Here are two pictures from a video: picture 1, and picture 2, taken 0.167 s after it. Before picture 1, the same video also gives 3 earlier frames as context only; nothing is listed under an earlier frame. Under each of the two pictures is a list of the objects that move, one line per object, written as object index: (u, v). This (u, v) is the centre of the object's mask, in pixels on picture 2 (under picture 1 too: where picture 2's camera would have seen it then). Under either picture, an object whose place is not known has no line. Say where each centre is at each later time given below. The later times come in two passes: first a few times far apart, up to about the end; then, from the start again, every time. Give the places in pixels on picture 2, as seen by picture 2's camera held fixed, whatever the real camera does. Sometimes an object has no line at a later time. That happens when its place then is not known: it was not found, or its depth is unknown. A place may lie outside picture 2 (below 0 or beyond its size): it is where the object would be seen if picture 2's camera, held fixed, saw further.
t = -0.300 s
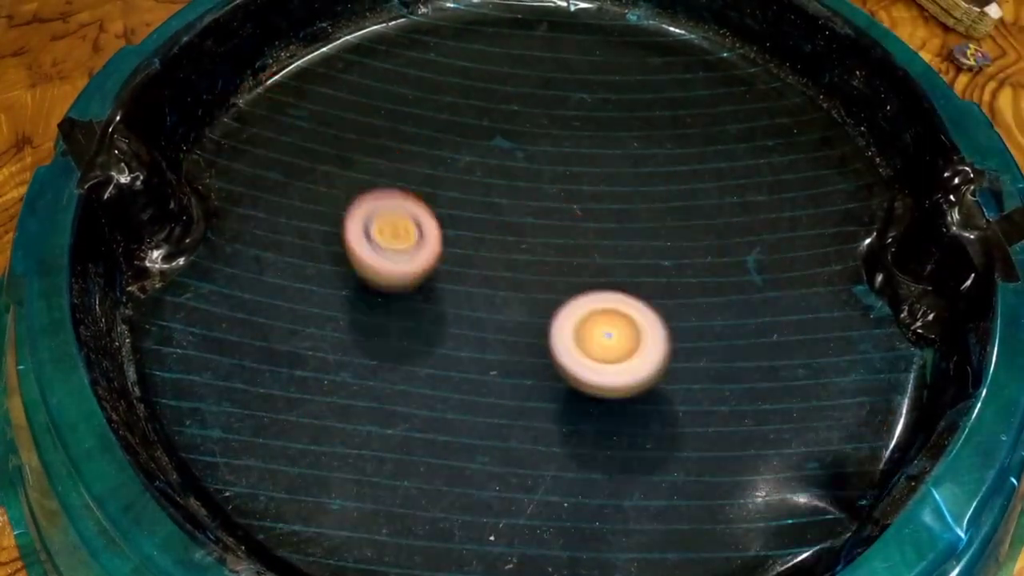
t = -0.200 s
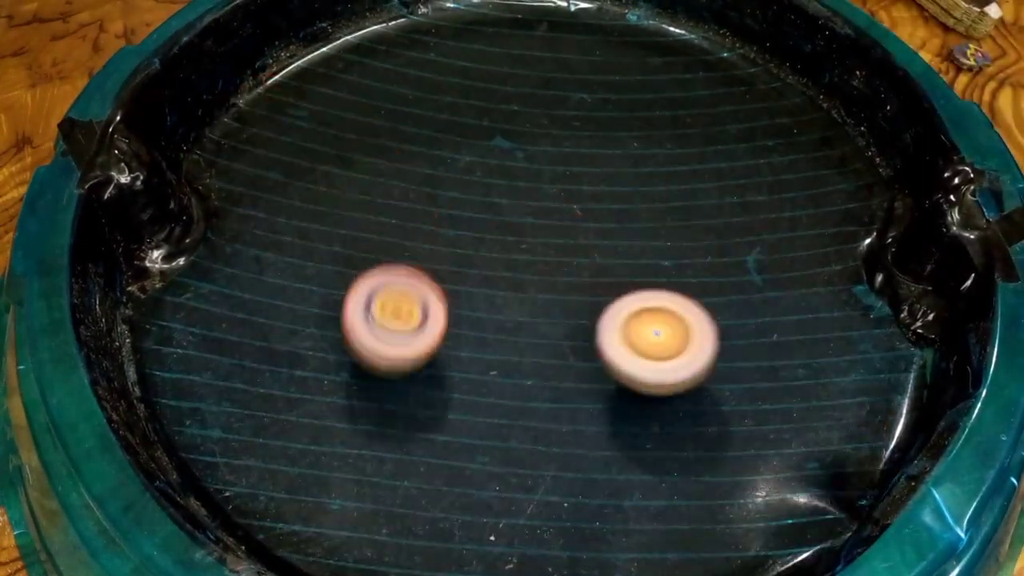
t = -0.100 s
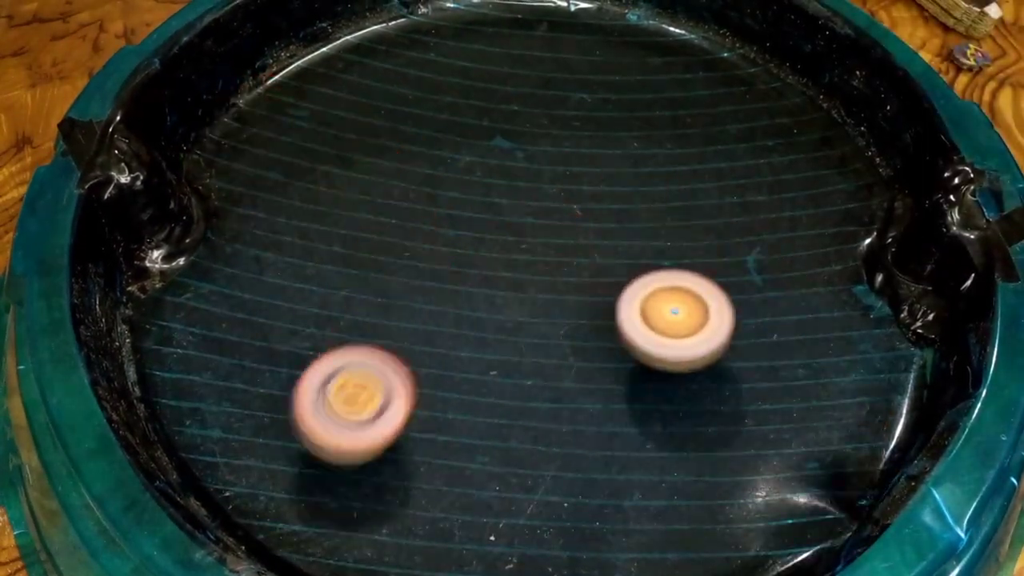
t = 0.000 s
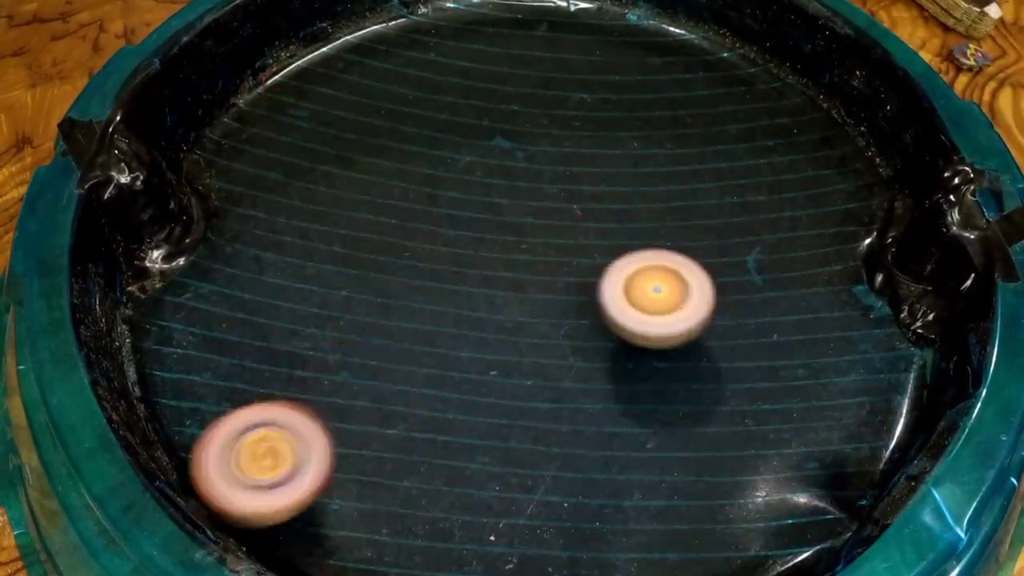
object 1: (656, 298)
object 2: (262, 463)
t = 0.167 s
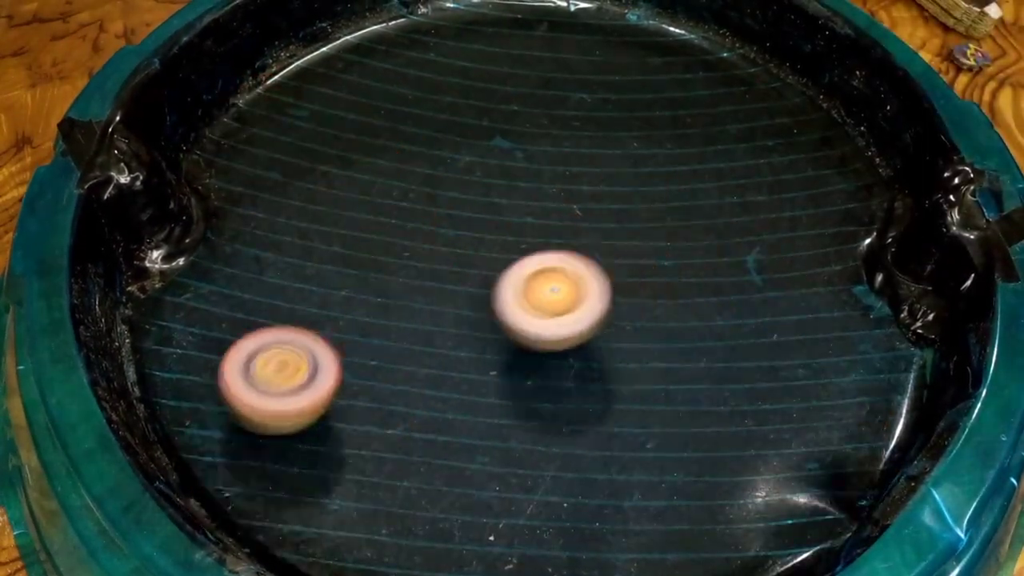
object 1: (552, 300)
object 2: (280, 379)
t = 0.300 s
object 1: (485, 355)
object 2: (360, 330)
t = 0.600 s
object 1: (661, 476)
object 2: (575, 273)
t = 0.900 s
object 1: (678, 522)
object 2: (700, 124)
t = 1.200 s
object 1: (547, 417)
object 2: (736, 148)
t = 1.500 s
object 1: (388, 351)
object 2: (513, 255)
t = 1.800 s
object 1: (257, 345)
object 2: (248, 164)
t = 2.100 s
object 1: (344, 337)
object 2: (314, 130)
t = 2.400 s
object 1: (501, 360)
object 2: (385, 186)
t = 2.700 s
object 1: (681, 292)
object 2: (451, 242)
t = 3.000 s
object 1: (653, 213)
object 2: (449, 384)
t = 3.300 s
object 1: (526, 250)
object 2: (379, 416)
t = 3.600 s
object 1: (499, 292)
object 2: (353, 442)
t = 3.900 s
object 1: (492, 281)
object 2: (316, 431)
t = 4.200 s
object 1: (526, 265)
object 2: (414, 407)
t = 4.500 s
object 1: (576, 210)
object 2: (373, 440)
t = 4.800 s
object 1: (577, 206)
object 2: (449, 389)
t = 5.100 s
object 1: (549, 237)
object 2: (602, 410)
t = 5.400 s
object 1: (496, 283)
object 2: (578, 489)
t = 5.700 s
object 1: (488, 271)
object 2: (538, 528)
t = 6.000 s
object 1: (464, 212)
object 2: (465, 417)
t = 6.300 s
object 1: (477, 161)
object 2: (550, 302)
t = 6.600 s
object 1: (472, 144)
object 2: (621, 369)
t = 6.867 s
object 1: (483, 215)
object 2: (590, 383)
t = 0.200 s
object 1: (530, 310)
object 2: (295, 362)
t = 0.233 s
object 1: (511, 322)
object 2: (314, 348)
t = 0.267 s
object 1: (497, 338)
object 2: (336, 338)
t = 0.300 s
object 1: (485, 355)
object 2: (360, 330)
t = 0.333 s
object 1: (483, 377)
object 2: (382, 319)
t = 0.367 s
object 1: (493, 403)
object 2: (398, 303)
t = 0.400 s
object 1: (509, 425)
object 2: (417, 290)
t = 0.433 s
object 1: (529, 445)
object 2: (438, 280)
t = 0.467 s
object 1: (553, 461)
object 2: (463, 273)
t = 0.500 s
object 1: (580, 473)
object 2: (488, 268)
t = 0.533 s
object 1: (609, 481)
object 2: (517, 267)
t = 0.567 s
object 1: (638, 482)
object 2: (546, 268)
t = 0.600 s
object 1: (661, 476)
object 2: (575, 273)
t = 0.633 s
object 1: (680, 464)
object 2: (604, 283)
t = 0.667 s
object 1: (694, 449)
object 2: (632, 295)
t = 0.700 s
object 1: (703, 433)
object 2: (657, 310)
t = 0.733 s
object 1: (709, 432)
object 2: (677, 322)
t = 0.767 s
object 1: (721, 486)
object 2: (680, 277)
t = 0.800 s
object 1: (730, 522)
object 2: (683, 230)
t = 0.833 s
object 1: (716, 523)
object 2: (685, 190)
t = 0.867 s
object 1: (695, 525)
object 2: (692, 155)
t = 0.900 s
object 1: (678, 522)
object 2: (700, 124)
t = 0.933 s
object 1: (663, 515)
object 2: (710, 99)
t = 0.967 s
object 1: (650, 503)
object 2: (721, 79)
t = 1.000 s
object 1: (640, 487)
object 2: (735, 64)
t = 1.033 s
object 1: (628, 471)
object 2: (740, 66)
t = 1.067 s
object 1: (615, 457)
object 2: (741, 82)
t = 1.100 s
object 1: (600, 446)
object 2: (742, 99)
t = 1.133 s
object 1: (583, 435)
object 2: (743, 115)
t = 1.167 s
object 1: (566, 426)
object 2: (741, 132)
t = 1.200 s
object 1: (547, 417)
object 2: (736, 148)
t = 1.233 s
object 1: (529, 409)
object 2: (726, 162)
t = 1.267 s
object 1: (512, 399)
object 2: (714, 176)
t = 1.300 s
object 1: (496, 391)
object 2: (696, 192)
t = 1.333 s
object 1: (483, 384)
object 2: (672, 207)
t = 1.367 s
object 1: (470, 378)
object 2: (646, 219)
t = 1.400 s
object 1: (455, 372)
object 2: (617, 232)
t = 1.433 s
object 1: (434, 365)
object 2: (584, 243)
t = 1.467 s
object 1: (410, 357)
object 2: (551, 250)
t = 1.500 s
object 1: (388, 351)
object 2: (513, 255)
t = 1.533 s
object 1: (365, 348)
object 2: (475, 257)
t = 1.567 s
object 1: (344, 344)
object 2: (440, 255)
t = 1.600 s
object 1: (320, 341)
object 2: (403, 248)
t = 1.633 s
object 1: (298, 340)
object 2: (372, 239)
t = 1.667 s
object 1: (281, 339)
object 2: (339, 227)
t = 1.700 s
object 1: (271, 340)
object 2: (310, 212)
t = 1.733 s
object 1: (263, 341)
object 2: (285, 197)
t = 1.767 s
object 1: (259, 343)
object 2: (263, 180)
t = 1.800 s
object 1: (257, 345)
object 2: (248, 164)
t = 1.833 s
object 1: (256, 348)
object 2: (240, 148)
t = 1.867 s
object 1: (256, 352)
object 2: (238, 136)
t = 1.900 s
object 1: (261, 357)
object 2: (243, 125)
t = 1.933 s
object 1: (270, 359)
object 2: (250, 118)
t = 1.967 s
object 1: (282, 360)
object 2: (260, 116)
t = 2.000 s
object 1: (297, 358)
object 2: (273, 117)
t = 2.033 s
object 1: (313, 353)
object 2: (286, 120)
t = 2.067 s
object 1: (329, 345)
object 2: (300, 123)
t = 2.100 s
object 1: (344, 337)
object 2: (314, 130)
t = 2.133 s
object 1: (359, 328)
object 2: (328, 140)
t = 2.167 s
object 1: (372, 319)
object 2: (340, 155)
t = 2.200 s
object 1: (385, 308)
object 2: (353, 172)
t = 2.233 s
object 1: (398, 298)
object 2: (365, 192)
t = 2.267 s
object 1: (412, 295)
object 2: (373, 206)
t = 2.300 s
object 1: (434, 317)
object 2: (374, 197)
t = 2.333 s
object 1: (455, 338)
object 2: (375, 189)
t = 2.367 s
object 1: (476, 350)
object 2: (379, 186)
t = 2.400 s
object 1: (501, 360)
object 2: (385, 186)
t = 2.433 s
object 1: (523, 362)
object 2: (392, 188)
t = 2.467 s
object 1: (548, 361)
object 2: (399, 191)
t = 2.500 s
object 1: (572, 356)
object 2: (406, 196)
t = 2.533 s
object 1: (598, 349)
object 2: (413, 202)
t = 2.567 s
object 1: (620, 340)
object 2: (420, 208)
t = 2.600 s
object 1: (639, 330)
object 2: (428, 215)
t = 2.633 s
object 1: (656, 317)
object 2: (435, 222)
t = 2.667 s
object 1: (670, 305)
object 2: (443, 232)
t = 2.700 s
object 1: (681, 292)
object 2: (451, 242)
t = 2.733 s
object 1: (689, 279)
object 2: (458, 254)
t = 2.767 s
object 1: (692, 266)
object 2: (465, 267)
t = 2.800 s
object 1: (693, 253)
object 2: (470, 283)
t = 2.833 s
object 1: (691, 244)
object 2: (473, 301)
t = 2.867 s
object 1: (687, 236)
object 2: (474, 318)
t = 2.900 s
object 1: (681, 229)
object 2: (471, 336)
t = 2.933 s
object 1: (674, 223)
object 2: (466, 353)
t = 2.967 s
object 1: (664, 218)
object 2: (458, 370)
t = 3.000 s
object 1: (653, 213)
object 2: (449, 384)
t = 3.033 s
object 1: (640, 210)
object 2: (436, 396)
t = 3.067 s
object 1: (626, 210)
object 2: (422, 406)
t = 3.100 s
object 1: (611, 210)
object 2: (409, 413)
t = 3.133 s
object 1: (595, 213)
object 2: (398, 417)
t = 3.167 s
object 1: (581, 218)
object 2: (391, 419)
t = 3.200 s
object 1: (566, 224)
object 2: (386, 419)
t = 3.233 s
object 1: (552, 232)
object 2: (383, 419)
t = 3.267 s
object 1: (539, 241)
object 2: (380, 417)
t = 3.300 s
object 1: (526, 250)
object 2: (379, 416)
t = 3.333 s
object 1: (515, 260)
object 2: (379, 413)
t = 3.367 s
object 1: (504, 270)
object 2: (379, 409)
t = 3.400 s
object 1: (495, 280)
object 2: (381, 405)
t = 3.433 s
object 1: (486, 292)
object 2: (386, 400)
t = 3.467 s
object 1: (479, 302)
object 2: (390, 395)
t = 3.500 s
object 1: (473, 312)
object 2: (395, 390)
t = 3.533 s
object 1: (480, 306)
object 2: (385, 406)
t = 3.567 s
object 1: (492, 297)
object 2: (368, 429)
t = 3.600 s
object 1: (499, 292)
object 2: (353, 442)
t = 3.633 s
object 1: (501, 289)
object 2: (337, 452)
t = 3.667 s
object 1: (502, 287)
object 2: (321, 459)
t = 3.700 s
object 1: (501, 285)
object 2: (310, 463)
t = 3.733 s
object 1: (500, 283)
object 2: (301, 461)
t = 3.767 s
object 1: (499, 282)
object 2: (299, 457)
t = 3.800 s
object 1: (497, 281)
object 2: (299, 452)
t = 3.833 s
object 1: (495, 280)
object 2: (301, 446)
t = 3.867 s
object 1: (494, 280)
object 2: (307, 439)
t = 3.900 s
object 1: (492, 281)
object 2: (316, 431)
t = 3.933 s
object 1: (491, 281)
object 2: (325, 423)
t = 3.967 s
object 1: (490, 282)
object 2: (337, 415)
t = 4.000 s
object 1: (489, 283)
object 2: (351, 407)
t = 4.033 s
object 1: (488, 285)
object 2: (368, 399)
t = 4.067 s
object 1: (488, 286)
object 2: (388, 390)
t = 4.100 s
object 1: (488, 289)
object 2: (409, 381)
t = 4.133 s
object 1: (489, 290)
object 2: (431, 374)
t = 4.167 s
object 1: (507, 279)
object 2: (427, 391)
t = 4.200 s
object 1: (526, 265)
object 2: (414, 407)
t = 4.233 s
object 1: (538, 256)
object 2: (403, 419)
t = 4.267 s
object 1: (546, 248)
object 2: (394, 428)
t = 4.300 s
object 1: (552, 240)
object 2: (385, 436)
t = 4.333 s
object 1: (557, 233)
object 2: (380, 440)
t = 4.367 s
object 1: (561, 228)
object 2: (375, 442)
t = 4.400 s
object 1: (565, 223)
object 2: (372, 443)
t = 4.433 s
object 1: (569, 219)
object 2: (371, 442)
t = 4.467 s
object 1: (572, 215)
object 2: (371, 442)
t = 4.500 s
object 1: (576, 210)
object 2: (373, 440)
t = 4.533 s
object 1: (581, 206)
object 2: (376, 436)
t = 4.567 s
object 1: (584, 203)
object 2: (380, 433)
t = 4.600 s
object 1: (587, 200)
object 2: (385, 429)
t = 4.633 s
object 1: (587, 199)
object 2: (392, 425)
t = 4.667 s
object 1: (587, 198)
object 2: (401, 420)
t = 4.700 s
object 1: (585, 198)
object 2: (411, 413)
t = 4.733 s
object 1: (583, 200)
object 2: (422, 406)
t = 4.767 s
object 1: (580, 202)
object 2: (435, 398)
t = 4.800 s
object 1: (577, 206)
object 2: (449, 389)
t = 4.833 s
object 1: (573, 211)
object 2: (465, 380)
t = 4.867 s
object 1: (570, 218)
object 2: (483, 372)
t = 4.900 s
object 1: (566, 226)
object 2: (502, 364)
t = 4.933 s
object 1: (563, 234)
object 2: (521, 356)
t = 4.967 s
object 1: (560, 244)
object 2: (539, 349)
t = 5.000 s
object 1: (557, 252)
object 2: (560, 348)
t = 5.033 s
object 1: (555, 244)
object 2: (577, 372)
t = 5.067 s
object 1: (553, 239)
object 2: (591, 392)
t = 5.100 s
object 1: (549, 237)
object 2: (602, 410)
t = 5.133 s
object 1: (543, 237)
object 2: (610, 428)
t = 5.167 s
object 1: (537, 239)
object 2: (614, 446)
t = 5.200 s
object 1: (530, 241)
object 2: (617, 463)
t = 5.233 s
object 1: (523, 245)
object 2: (613, 476)
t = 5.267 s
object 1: (517, 251)
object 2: (608, 486)
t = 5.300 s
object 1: (511, 257)
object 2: (601, 492)
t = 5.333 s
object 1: (505, 264)
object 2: (594, 493)
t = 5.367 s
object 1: (500, 273)
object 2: (586, 492)
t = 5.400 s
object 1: (496, 283)
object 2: (578, 489)
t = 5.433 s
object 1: (494, 293)
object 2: (571, 484)
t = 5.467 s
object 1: (493, 304)
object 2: (564, 478)
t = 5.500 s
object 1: (493, 314)
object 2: (557, 470)
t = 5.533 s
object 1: (495, 323)
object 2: (550, 461)
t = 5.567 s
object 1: (497, 332)
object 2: (543, 450)
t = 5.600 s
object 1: (499, 339)
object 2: (535, 443)
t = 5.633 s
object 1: (496, 318)
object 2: (541, 477)
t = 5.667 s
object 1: (492, 290)
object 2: (543, 512)
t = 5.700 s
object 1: (488, 271)
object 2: (538, 528)
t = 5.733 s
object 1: (485, 257)
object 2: (531, 540)
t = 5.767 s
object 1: (481, 247)
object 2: (521, 549)
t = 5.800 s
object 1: (476, 239)
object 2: (506, 537)
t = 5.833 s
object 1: (473, 232)
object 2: (491, 525)
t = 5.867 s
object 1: (470, 227)
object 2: (481, 511)
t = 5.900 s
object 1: (467, 223)
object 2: (474, 489)
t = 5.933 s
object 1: (465, 219)
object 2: (466, 466)
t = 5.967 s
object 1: (464, 215)
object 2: (464, 442)
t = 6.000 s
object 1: (464, 212)
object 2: (465, 417)
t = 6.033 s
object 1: (465, 209)
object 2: (467, 395)
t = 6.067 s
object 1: (466, 205)
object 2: (471, 373)
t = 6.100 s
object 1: (468, 202)
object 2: (477, 351)
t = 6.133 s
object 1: (470, 199)
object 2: (486, 330)
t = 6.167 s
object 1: (472, 197)
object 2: (496, 311)
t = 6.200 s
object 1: (475, 195)
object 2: (505, 295)
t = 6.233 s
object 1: (478, 193)
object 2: (514, 279)
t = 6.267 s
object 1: (478, 176)
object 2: (533, 291)
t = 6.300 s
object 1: (477, 161)
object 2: (550, 302)
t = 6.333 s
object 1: (476, 153)
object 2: (567, 311)
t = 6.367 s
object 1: (476, 147)
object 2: (582, 319)
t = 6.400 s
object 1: (475, 144)
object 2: (595, 327)
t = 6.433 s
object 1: (474, 140)
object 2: (605, 335)
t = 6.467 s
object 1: (474, 138)
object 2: (613, 342)
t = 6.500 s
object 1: (473, 136)
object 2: (618, 350)
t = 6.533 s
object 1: (472, 137)
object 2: (621, 358)
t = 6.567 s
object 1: (472, 139)
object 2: (622, 364)
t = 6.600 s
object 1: (472, 144)
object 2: (621, 369)
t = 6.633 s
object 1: (473, 150)
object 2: (619, 373)
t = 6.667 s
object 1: (474, 157)
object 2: (617, 376)
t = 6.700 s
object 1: (476, 165)
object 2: (614, 379)
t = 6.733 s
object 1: (478, 174)
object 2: (611, 380)
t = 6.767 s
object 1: (479, 184)
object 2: (607, 382)
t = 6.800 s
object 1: (481, 194)
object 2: (603, 383)
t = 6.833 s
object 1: (482, 204)
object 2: (597, 383)
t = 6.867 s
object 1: (483, 215)
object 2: (590, 383)
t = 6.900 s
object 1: (484, 226)
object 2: (582, 382)
